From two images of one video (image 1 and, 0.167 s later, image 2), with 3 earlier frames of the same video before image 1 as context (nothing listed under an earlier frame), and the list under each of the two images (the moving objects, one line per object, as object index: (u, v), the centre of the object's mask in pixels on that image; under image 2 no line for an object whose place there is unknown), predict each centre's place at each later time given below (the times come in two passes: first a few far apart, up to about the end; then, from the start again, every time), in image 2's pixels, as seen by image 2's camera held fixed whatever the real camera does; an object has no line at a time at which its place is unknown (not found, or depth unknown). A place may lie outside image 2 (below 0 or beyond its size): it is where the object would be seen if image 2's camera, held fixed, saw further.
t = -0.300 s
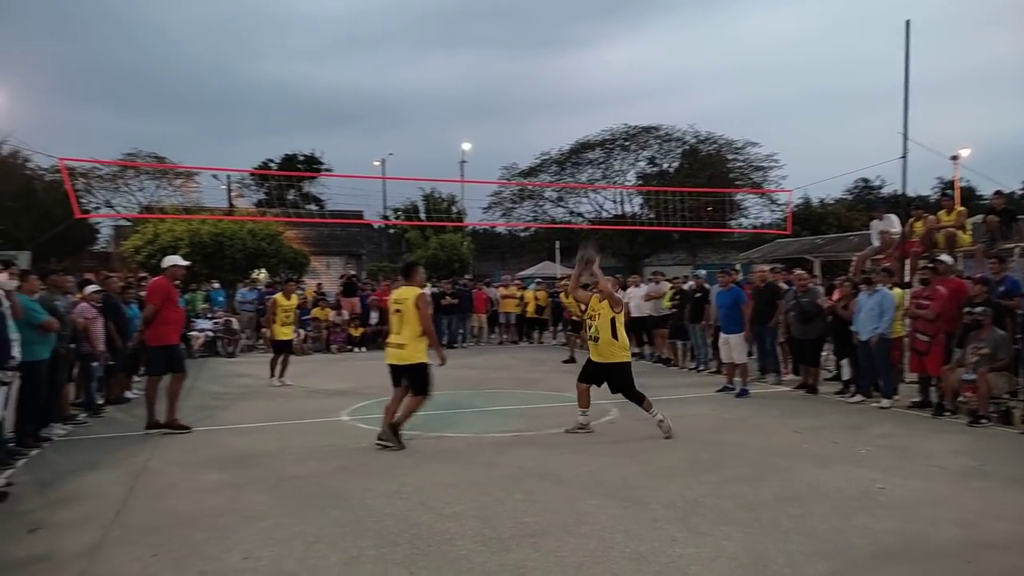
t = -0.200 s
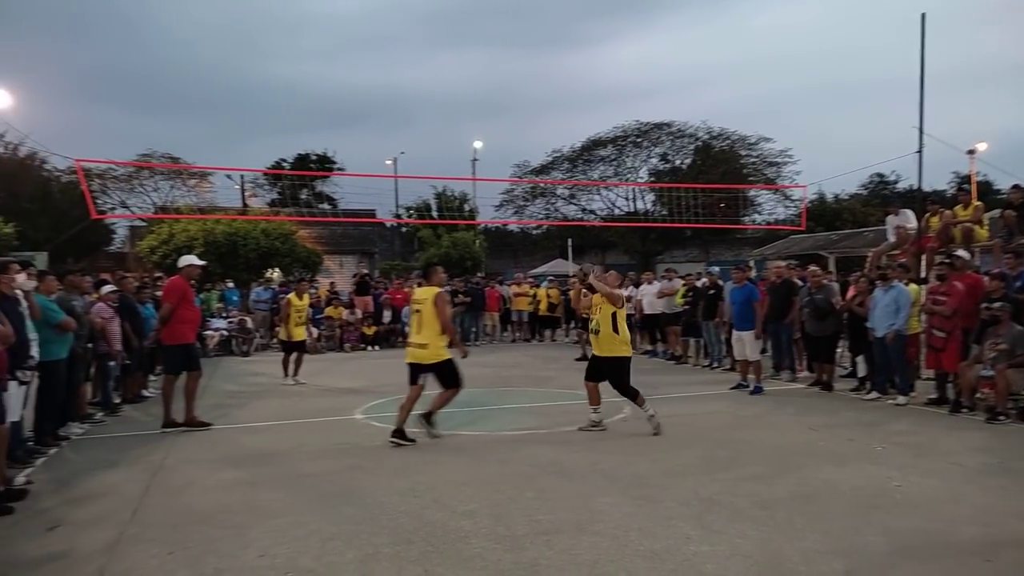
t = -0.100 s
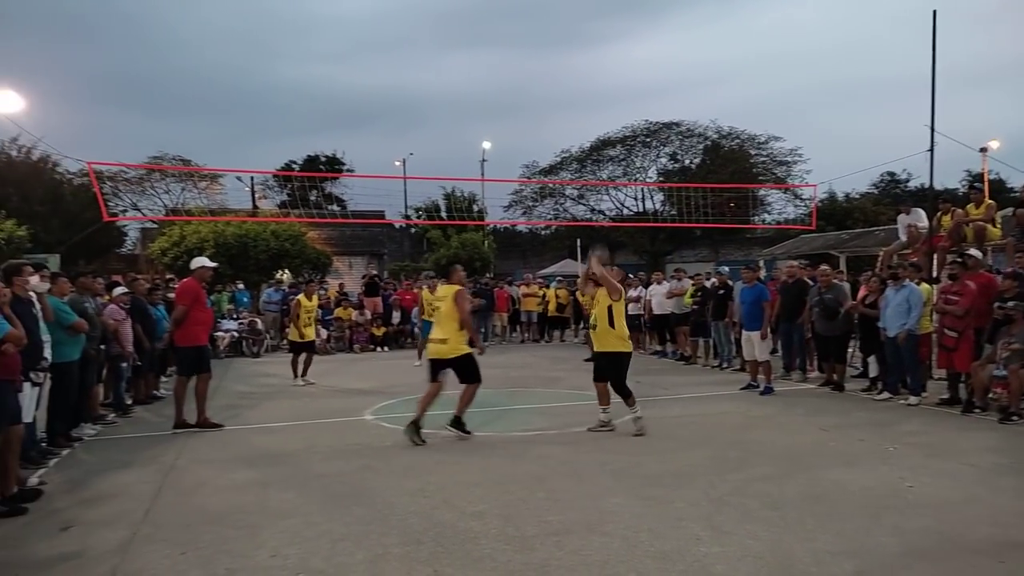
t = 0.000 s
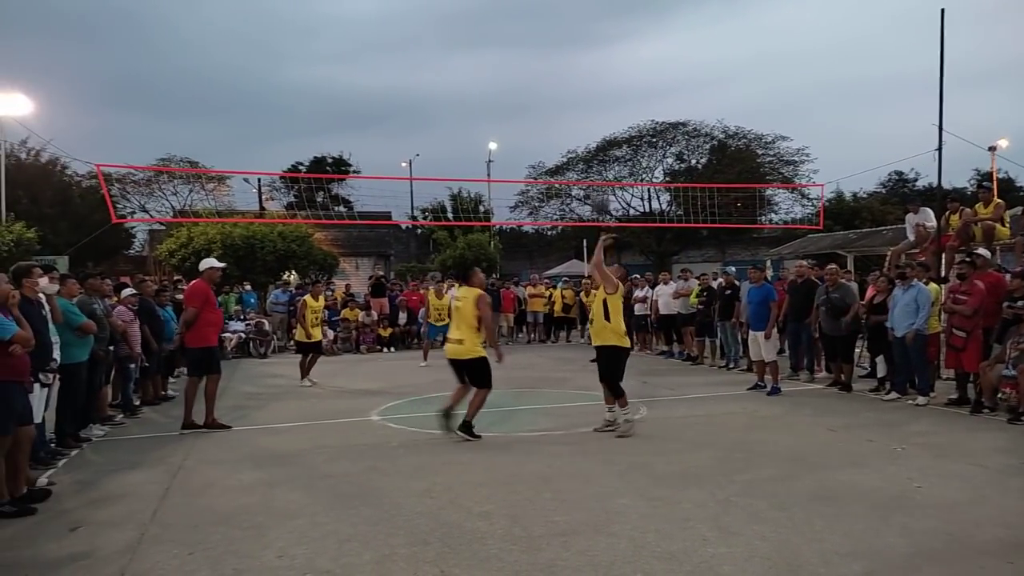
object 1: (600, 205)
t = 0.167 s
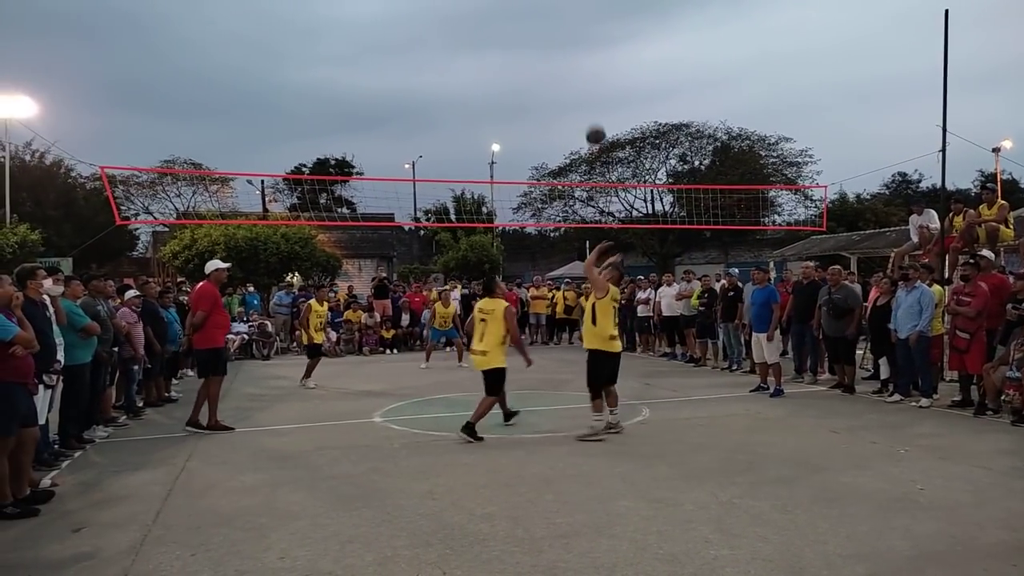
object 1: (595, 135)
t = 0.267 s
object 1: (591, 106)
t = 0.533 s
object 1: (578, 73)
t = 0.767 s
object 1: (568, 96)
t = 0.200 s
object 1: (594, 125)
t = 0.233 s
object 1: (592, 114)
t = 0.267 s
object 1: (591, 106)
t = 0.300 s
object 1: (589, 98)
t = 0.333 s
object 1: (588, 92)
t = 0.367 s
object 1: (586, 86)
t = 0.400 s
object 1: (585, 81)
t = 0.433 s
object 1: (583, 78)
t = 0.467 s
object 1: (582, 75)
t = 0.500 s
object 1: (580, 74)
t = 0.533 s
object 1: (578, 73)
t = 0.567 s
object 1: (577, 73)
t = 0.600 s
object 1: (575, 75)
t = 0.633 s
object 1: (574, 77)
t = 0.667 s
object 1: (572, 81)
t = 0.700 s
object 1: (571, 85)
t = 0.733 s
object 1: (569, 90)
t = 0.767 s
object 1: (568, 96)
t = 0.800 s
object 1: (566, 103)
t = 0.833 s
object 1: (565, 111)
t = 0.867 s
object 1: (563, 121)
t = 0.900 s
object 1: (561, 131)
